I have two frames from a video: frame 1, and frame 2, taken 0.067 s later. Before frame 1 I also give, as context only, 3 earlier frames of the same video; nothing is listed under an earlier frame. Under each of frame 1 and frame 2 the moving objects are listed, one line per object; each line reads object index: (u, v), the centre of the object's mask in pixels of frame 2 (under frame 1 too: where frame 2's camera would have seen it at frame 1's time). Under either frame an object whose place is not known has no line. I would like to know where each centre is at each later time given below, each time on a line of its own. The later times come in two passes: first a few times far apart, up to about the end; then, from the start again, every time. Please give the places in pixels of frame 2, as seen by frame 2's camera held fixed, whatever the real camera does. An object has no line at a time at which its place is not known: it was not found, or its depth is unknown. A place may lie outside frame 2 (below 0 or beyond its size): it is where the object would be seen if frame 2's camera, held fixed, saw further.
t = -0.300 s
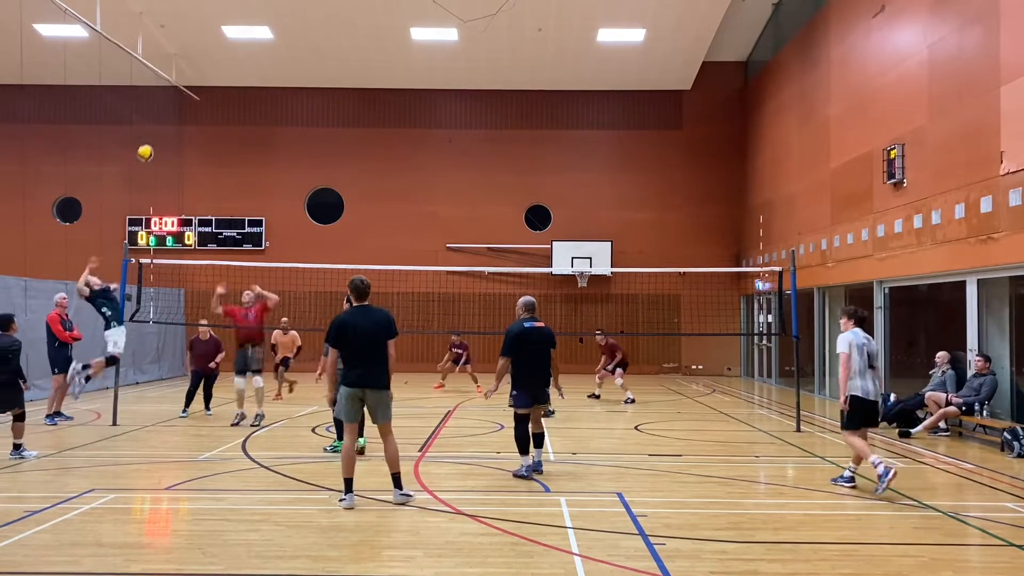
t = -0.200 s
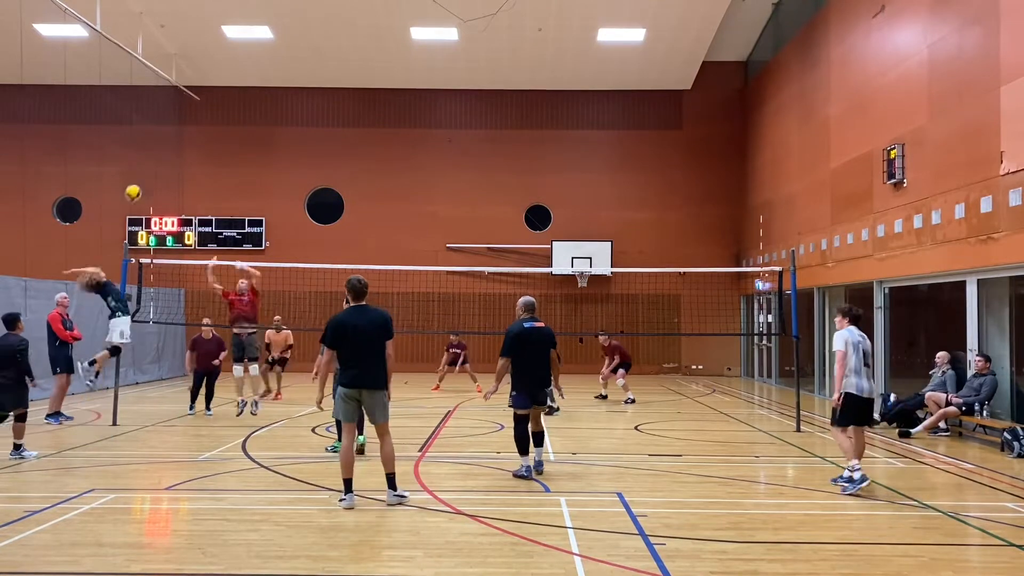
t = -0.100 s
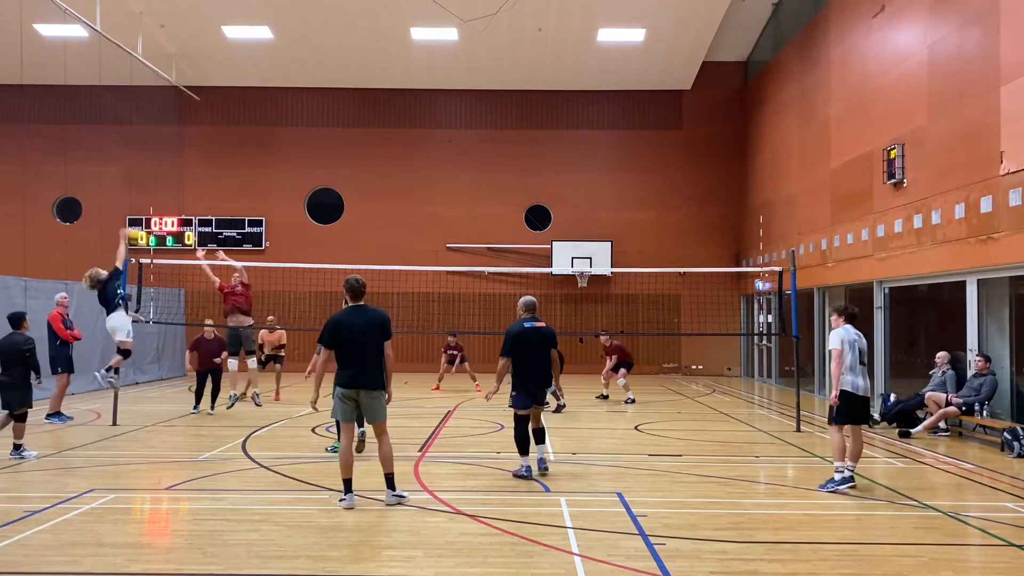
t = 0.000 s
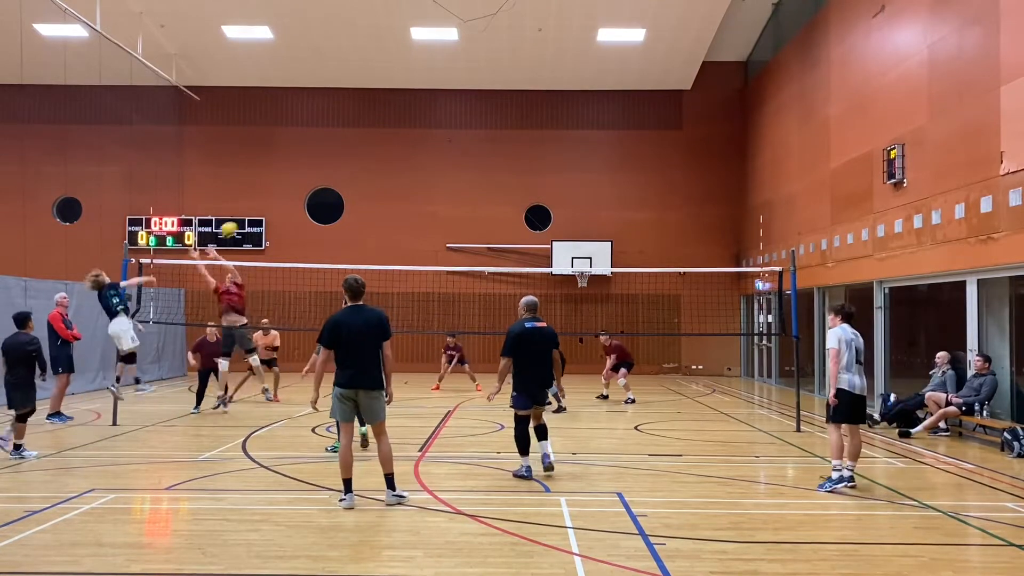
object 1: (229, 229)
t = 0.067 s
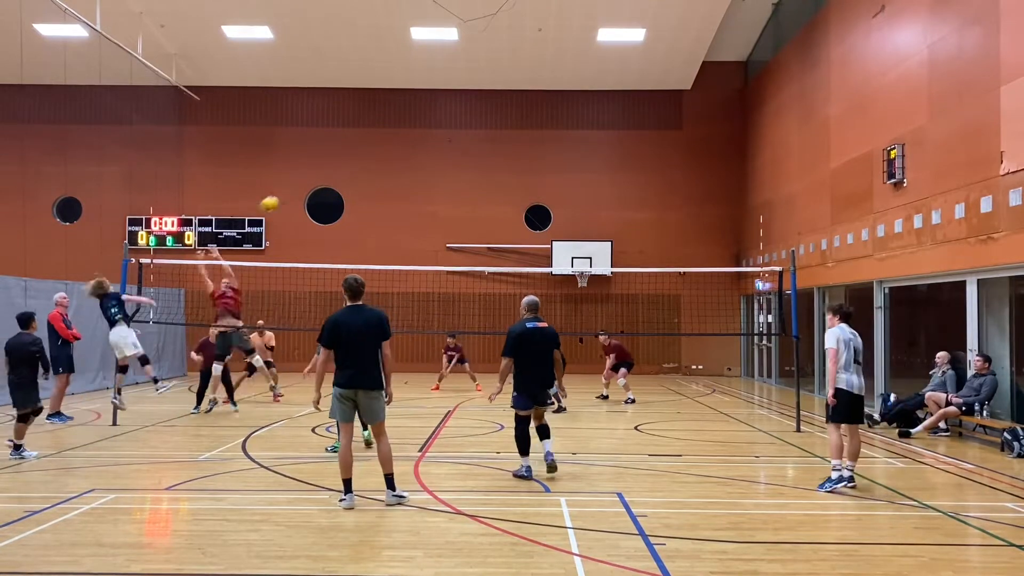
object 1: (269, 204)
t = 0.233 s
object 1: (370, 156)
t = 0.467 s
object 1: (500, 127)
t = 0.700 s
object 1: (620, 137)
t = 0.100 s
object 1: (289, 192)
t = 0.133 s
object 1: (311, 181)
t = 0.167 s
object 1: (330, 172)
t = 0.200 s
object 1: (351, 164)
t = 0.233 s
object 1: (370, 156)
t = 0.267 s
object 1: (390, 149)
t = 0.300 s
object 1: (408, 144)
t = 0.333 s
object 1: (427, 139)
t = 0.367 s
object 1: (446, 134)
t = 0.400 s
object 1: (464, 131)
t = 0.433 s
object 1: (483, 128)
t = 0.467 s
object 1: (500, 127)
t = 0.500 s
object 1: (518, 126)
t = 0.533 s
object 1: (536, 126)
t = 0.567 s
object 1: (553, 127)
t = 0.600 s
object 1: (570, 128)
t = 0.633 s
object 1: (587, 130)
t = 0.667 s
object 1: (603, 133)
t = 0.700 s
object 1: (620, 137)
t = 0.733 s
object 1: (635, 142)
